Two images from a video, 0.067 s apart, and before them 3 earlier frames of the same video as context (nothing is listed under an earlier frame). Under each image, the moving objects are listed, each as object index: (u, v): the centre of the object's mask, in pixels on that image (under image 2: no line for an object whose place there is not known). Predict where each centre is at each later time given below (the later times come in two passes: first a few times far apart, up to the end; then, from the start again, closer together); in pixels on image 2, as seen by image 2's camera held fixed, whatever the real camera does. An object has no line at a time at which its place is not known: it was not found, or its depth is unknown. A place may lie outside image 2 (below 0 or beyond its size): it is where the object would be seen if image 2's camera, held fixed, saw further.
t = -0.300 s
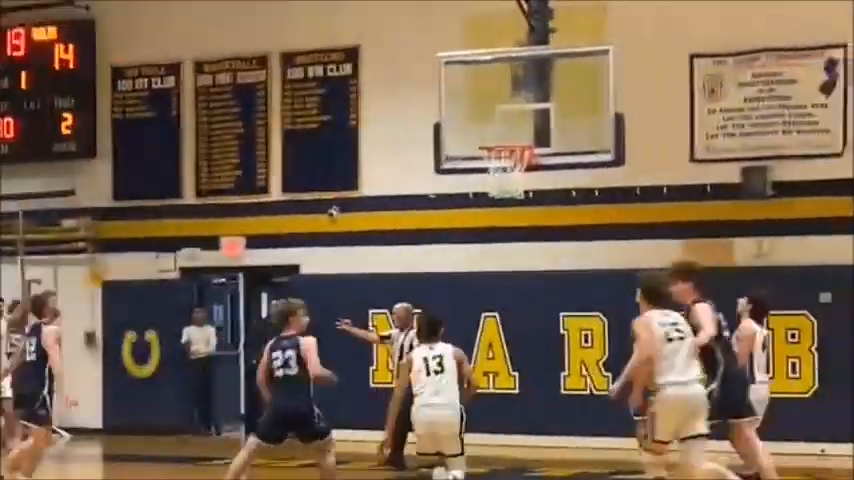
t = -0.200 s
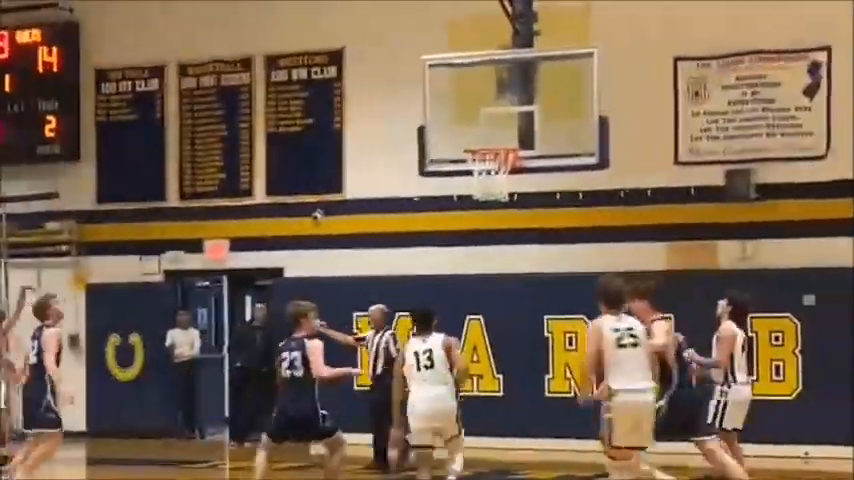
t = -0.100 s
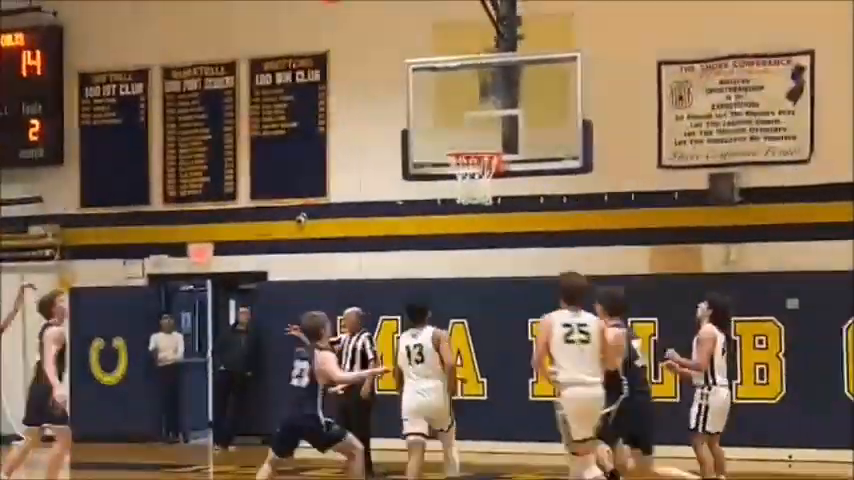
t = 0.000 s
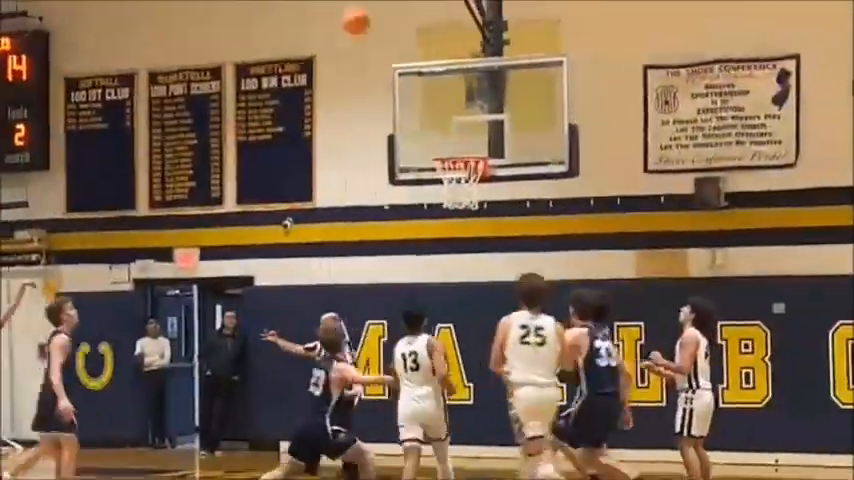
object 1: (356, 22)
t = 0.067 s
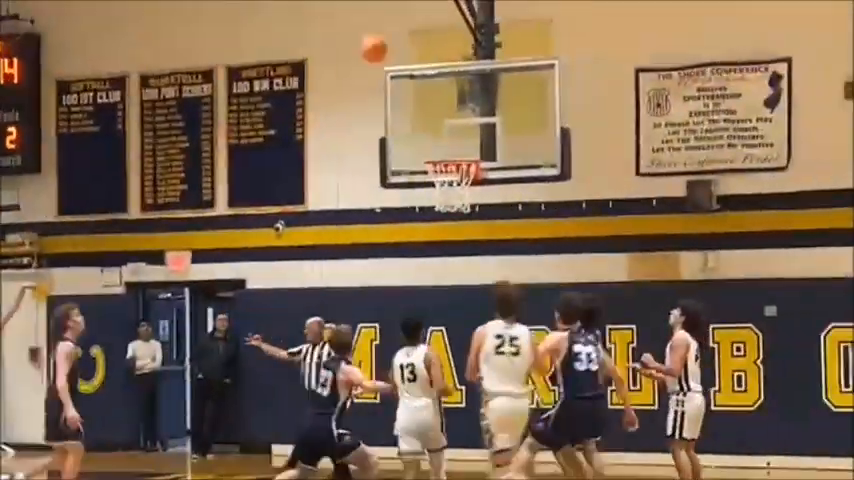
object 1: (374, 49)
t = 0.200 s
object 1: (428, 113)
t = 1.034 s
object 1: (341, 181)
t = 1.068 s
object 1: (336, 194)
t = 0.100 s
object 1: (386, 63)
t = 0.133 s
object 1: (400, 80)
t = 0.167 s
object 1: (414, 96)
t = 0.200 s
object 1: (428, 113)
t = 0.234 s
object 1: (441, 133)
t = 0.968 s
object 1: (352, 157)
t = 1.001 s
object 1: (347, 168)
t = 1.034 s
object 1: (341, 181)
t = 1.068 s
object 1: (336, 194)
